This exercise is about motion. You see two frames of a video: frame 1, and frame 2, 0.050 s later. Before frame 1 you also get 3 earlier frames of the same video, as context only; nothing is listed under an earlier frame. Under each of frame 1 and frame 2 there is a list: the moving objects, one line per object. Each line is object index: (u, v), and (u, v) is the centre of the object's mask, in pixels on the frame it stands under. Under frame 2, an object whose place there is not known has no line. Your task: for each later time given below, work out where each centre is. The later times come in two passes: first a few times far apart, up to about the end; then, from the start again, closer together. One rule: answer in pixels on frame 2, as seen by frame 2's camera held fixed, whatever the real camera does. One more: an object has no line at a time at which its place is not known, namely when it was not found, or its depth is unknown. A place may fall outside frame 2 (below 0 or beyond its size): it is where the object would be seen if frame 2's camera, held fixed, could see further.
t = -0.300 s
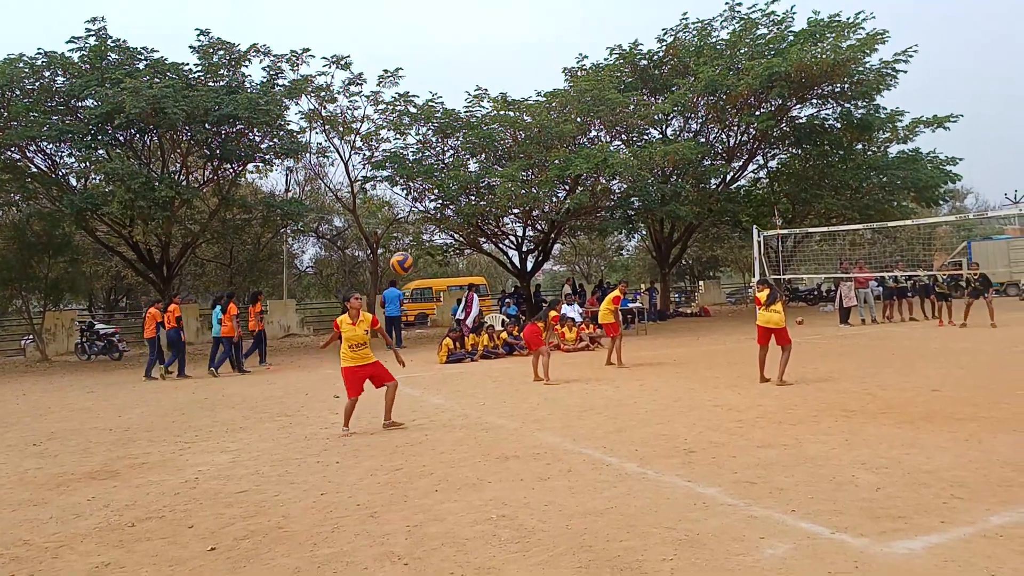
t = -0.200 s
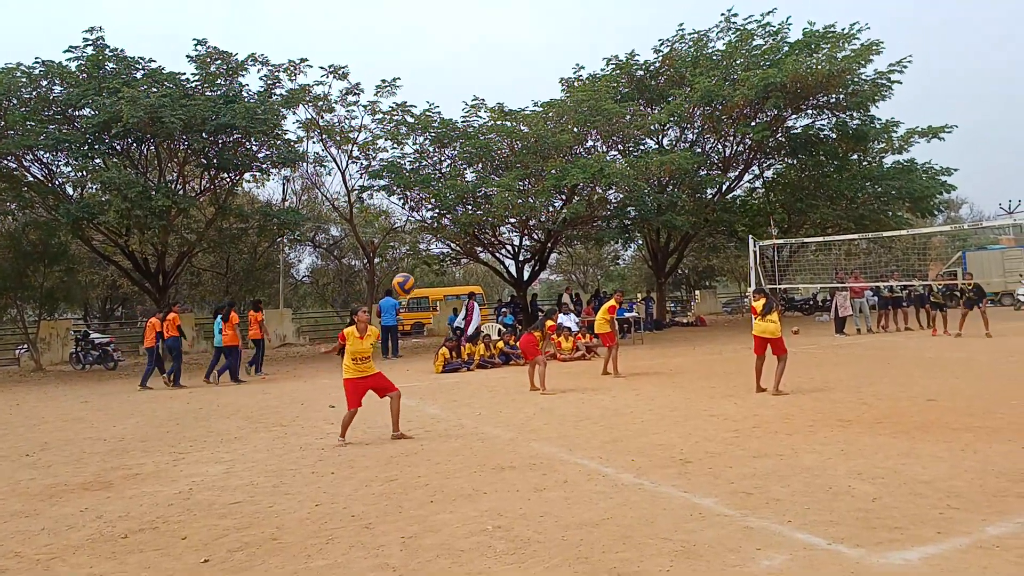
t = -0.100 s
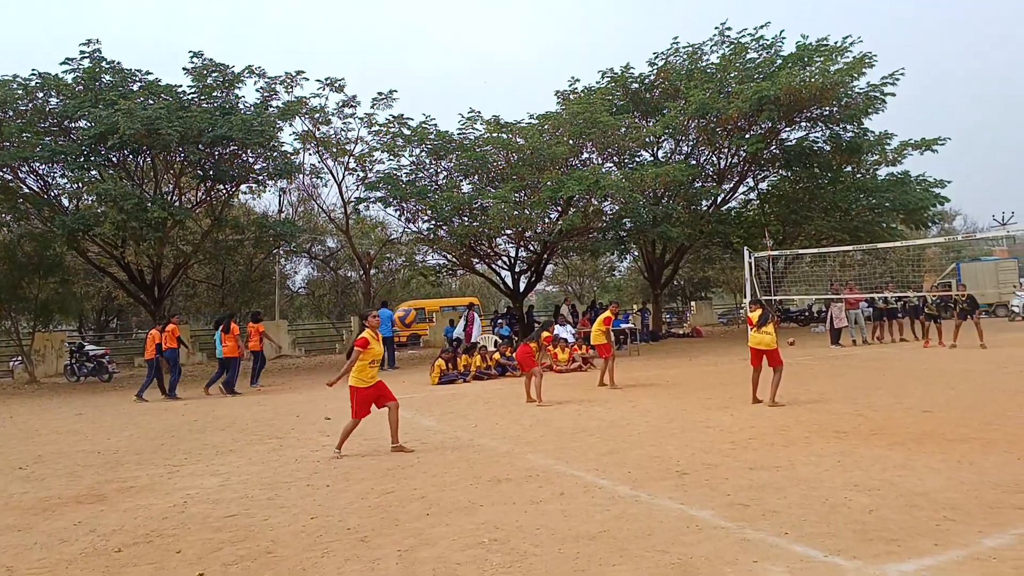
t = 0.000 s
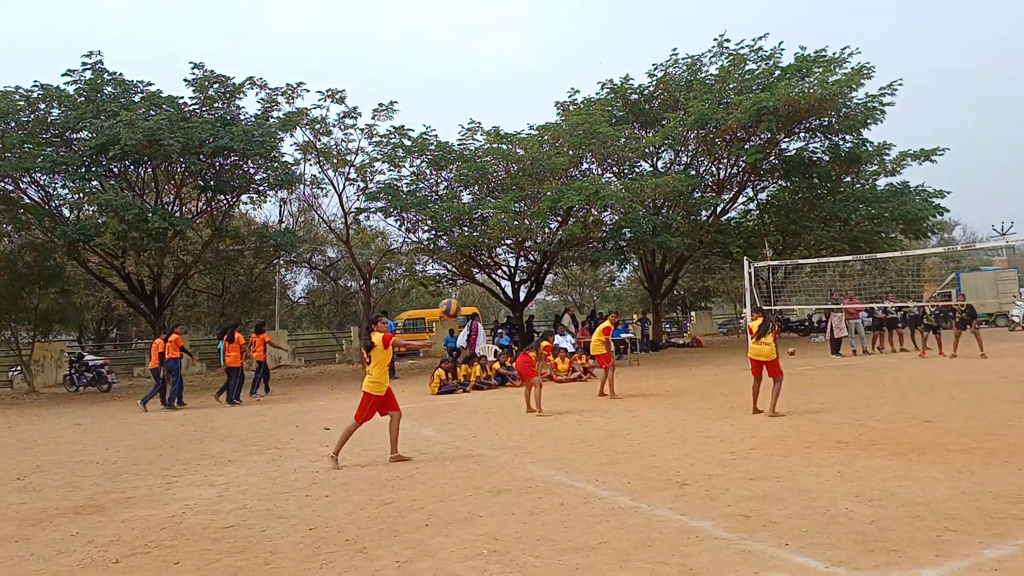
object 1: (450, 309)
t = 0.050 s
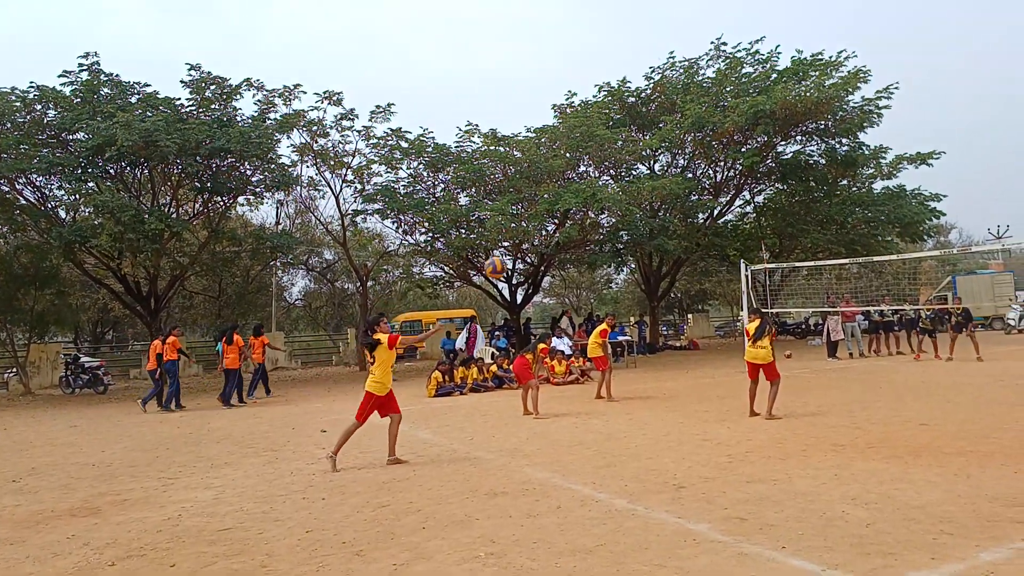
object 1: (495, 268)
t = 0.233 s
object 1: (652, 140)
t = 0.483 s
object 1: (823, 38)
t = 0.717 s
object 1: (949, 3)
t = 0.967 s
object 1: (1062, 14)
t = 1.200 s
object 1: (1153, 61)
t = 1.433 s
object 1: (1232, 135)
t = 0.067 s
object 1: (511, 254)
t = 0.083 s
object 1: (526, 242)
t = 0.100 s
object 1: (541, 228)
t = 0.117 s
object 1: (556, 216)
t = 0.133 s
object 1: (570, 205)
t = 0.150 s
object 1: (585, 192)
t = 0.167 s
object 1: (598, 181)
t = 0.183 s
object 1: (612, 170)
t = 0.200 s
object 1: (626, 160)
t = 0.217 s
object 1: (639, 150)
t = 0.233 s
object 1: (652, 140)
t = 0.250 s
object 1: (664, 131)
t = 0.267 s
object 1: (677, 122)
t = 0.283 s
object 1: (689, 114)
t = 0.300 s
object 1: (702, 105)
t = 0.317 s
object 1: (713, 98)
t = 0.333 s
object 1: (725, 90)
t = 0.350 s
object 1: (737, 83)
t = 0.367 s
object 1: (747, 77)
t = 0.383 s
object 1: (759, 71)
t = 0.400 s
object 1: (769, 65)
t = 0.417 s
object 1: (780, 59)
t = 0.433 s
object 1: (791, 53)
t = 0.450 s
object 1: (801, 48)
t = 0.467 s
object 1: (812, 43)
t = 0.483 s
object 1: (823, 38)
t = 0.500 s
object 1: (834, 33)
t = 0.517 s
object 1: (843, 29)
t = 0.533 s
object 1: (853, 26)
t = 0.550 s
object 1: (862, 23)
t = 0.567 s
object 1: (872, 19)
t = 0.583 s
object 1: (881, 16)
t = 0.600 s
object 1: (890, 14)
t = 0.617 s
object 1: (899, 11)
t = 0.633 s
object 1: (907, 10)
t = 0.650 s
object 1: (916, 8)
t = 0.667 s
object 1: (924, 7)
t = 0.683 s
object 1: (933, 5)
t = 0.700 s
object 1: (941, 4)
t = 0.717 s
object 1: (949, 3)
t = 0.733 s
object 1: (958, 2)
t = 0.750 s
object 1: (966, 2)
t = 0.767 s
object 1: (974, 1)
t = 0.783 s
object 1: (981, 1)
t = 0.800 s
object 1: (989, 1)
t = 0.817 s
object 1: (997, 2)
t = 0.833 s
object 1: (1004, 2)
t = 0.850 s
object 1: (1012, 3)
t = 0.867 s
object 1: (1019, 4)
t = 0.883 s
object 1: (1026, 5)
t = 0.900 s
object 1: (1034, 7)
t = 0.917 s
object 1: (1040, 8)
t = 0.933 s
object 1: (1047, 10)
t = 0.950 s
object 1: (1054, 12)
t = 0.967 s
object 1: (1062, 14)
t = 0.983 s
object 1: (1068, 16)
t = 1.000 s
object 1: (1076, 19)
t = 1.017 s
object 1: (1082, 22)
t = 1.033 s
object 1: (1089, 25)
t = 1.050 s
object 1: (1096, 28)
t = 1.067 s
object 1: (1102, 31)
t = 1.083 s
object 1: (1108, 34)
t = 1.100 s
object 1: (1115, 38)
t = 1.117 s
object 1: (1122, 41)
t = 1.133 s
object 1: (1128, 45)
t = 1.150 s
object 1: (1134, 49)
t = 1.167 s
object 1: (1141, 53)
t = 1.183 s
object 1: (1147, 57)
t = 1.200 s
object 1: (1153, 61)
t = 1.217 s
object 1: (1159, 66)
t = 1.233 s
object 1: (1165, 70)
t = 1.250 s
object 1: (1171, 75)
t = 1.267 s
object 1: (1176, 80)
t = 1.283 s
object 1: (1182, 85)
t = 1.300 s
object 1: (1188, 90)
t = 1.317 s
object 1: (1194, 95)
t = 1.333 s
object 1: (1199, 101)
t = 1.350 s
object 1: (1205, 106)
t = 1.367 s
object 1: (1211, 112)
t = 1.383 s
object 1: (1216, 117)
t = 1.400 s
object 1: (1222, 124)
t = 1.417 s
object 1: (1227, 129)
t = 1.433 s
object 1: (1232, 135)
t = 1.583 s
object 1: (1264, 197)
